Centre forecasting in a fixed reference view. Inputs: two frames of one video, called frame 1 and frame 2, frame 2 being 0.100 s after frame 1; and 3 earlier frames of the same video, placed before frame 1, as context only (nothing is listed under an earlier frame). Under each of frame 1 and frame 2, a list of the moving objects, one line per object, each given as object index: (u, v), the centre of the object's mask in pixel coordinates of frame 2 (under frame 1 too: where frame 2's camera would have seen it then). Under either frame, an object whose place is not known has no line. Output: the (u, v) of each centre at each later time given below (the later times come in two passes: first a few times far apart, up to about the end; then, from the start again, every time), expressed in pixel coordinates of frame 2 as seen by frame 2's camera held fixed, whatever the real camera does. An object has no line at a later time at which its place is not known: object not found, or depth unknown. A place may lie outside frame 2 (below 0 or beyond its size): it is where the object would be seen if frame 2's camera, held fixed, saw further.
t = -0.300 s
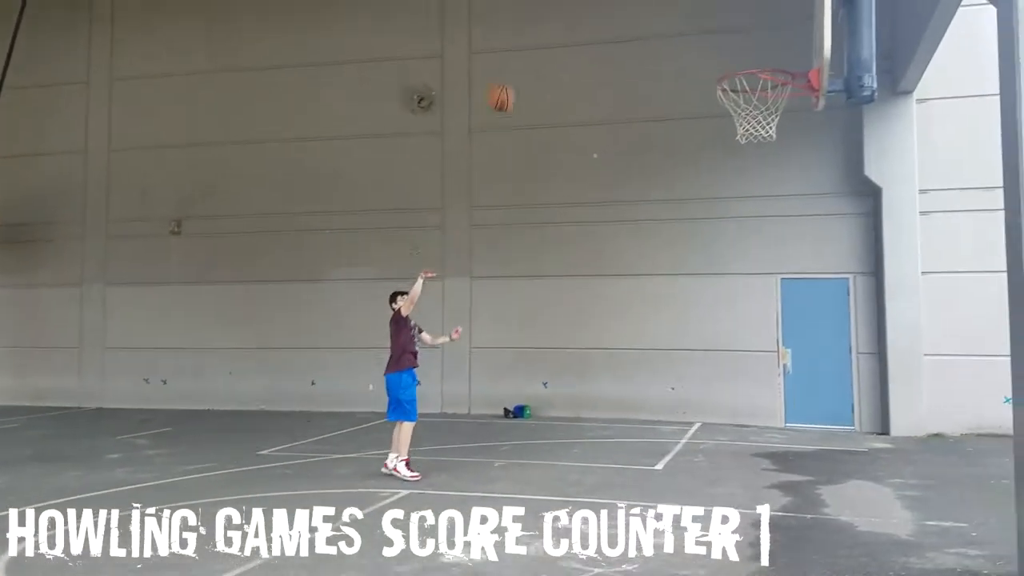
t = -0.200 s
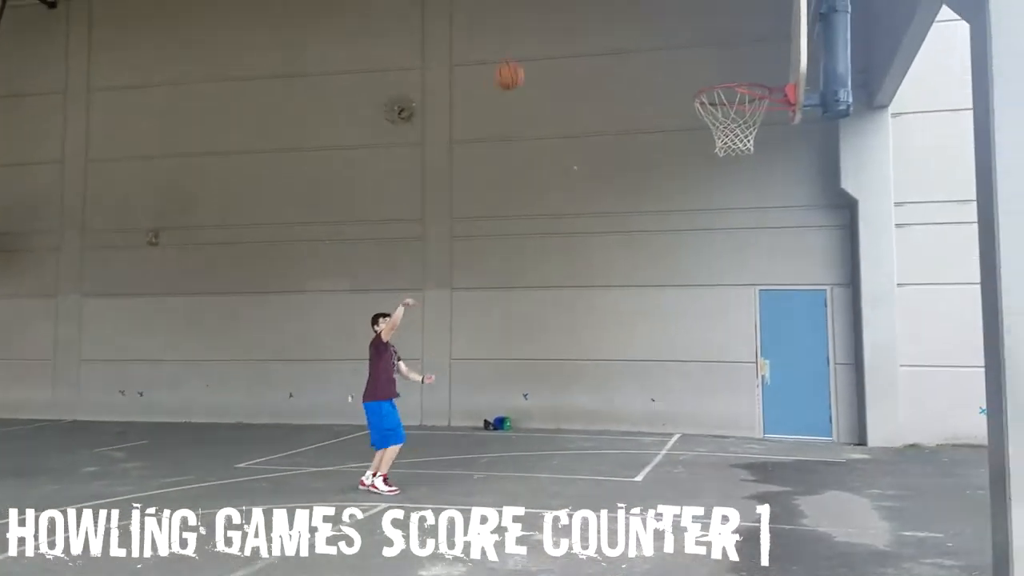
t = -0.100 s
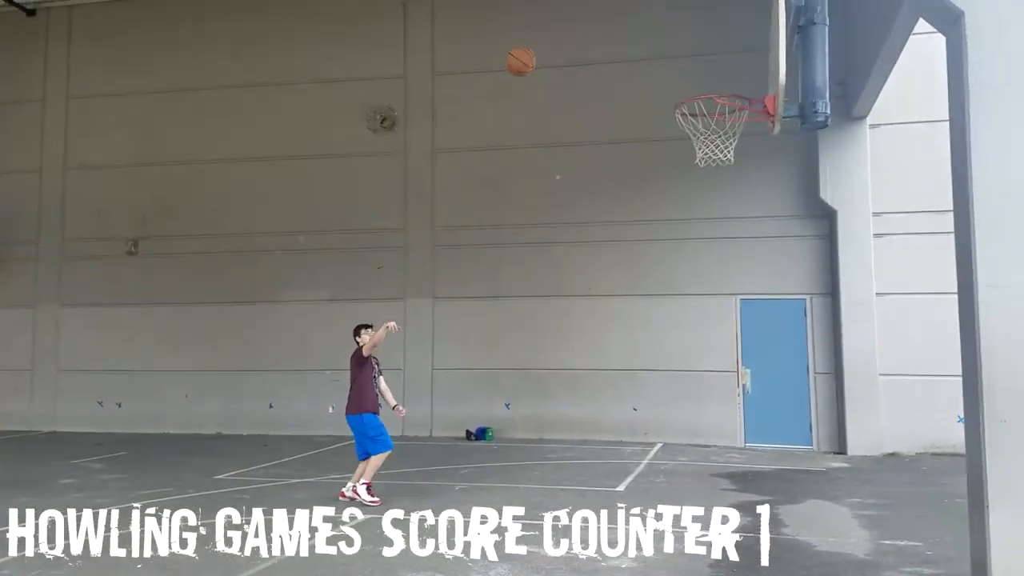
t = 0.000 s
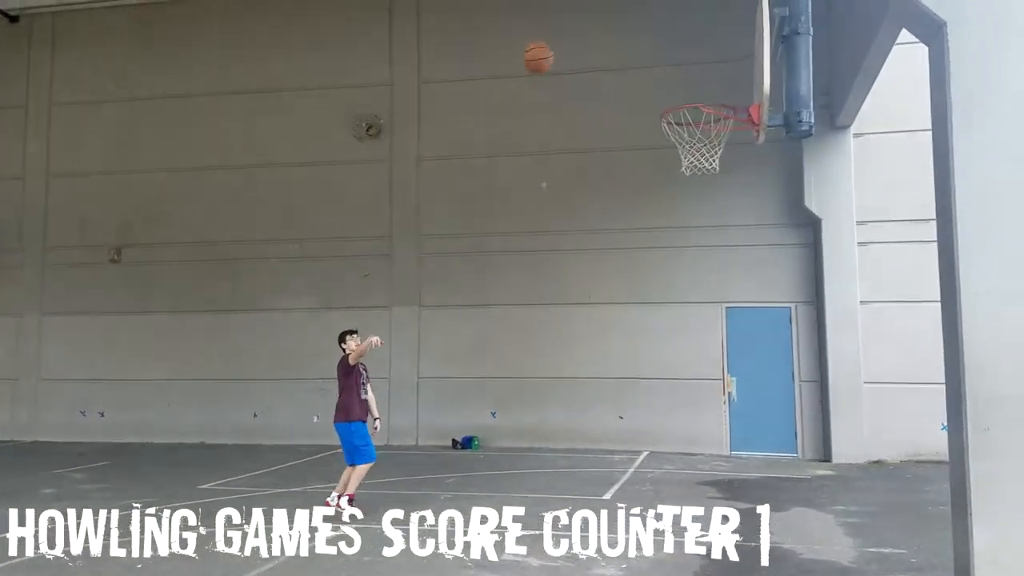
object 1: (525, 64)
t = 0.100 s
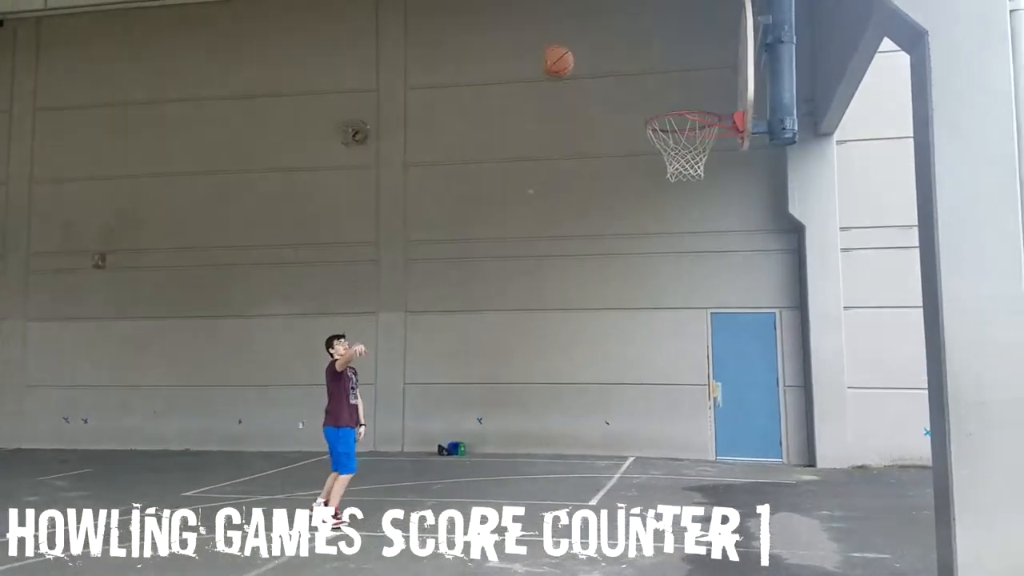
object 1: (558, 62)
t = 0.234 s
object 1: (605, 81)
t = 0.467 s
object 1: (652, 68)
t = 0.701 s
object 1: (662, 39)
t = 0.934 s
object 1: (672, 91)
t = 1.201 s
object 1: (681, 66)
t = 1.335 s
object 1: (685, 92)
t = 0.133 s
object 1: (569, 63)
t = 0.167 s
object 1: (582, 68)
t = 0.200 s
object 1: (593, 74)
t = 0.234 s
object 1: (605, 81)
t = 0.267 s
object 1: (618, 90)
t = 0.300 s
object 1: (631, 100)
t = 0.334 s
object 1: (644, 112)
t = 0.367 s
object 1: (646, 104)
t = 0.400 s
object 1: (648, 90)
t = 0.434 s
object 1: (649, 78)
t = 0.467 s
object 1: (652, 68)
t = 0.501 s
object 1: (653, 59)
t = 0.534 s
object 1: (654, 52)
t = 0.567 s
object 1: (657, 47)
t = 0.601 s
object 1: (658, 42)
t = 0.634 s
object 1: (659, 40)
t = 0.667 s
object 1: (660, 39)
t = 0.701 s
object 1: (662, 39)
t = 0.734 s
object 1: (663, 41)
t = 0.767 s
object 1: (664, 45)
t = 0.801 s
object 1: (666, 51)
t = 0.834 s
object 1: (668, 58)
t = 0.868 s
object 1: (670, 68)
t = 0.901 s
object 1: (671, 78)
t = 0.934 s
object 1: (672, 91)
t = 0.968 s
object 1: (674, 91)
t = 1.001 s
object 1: (675, 82)
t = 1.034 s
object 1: (676, 75)
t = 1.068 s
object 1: (677, 69)
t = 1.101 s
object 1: (678, 66)
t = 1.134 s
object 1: (679, 64)
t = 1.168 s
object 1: (680, 64)
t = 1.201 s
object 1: (681, 66)
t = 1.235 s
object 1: (682, 70)
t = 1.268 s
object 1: (683, 75)
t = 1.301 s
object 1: (684, 83)
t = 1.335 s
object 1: (685, 92)
